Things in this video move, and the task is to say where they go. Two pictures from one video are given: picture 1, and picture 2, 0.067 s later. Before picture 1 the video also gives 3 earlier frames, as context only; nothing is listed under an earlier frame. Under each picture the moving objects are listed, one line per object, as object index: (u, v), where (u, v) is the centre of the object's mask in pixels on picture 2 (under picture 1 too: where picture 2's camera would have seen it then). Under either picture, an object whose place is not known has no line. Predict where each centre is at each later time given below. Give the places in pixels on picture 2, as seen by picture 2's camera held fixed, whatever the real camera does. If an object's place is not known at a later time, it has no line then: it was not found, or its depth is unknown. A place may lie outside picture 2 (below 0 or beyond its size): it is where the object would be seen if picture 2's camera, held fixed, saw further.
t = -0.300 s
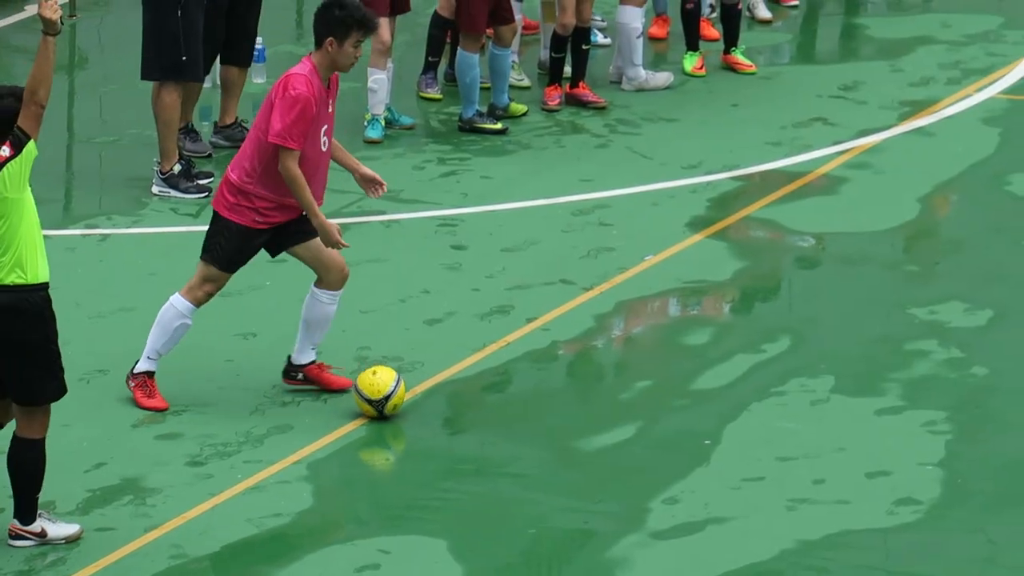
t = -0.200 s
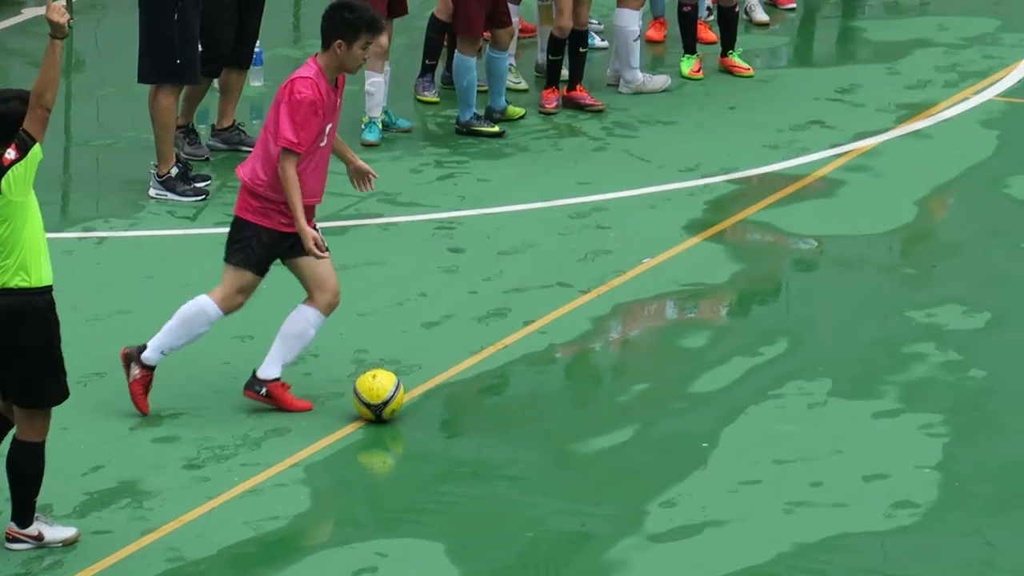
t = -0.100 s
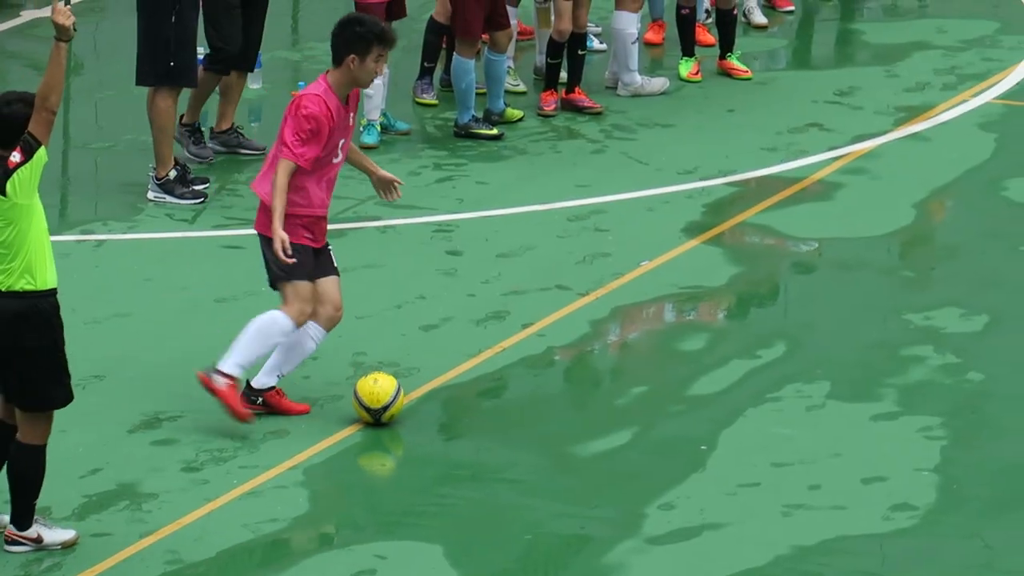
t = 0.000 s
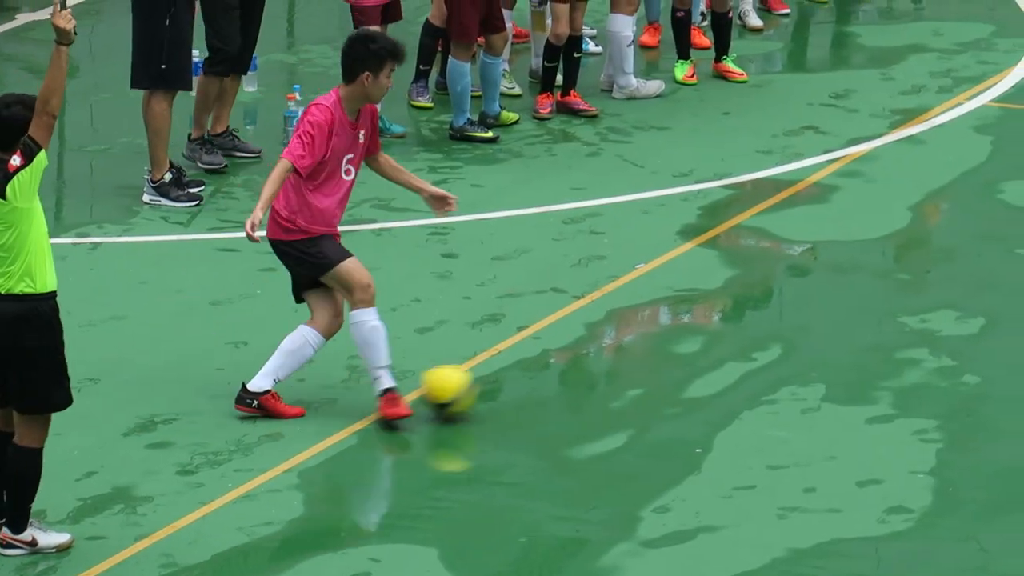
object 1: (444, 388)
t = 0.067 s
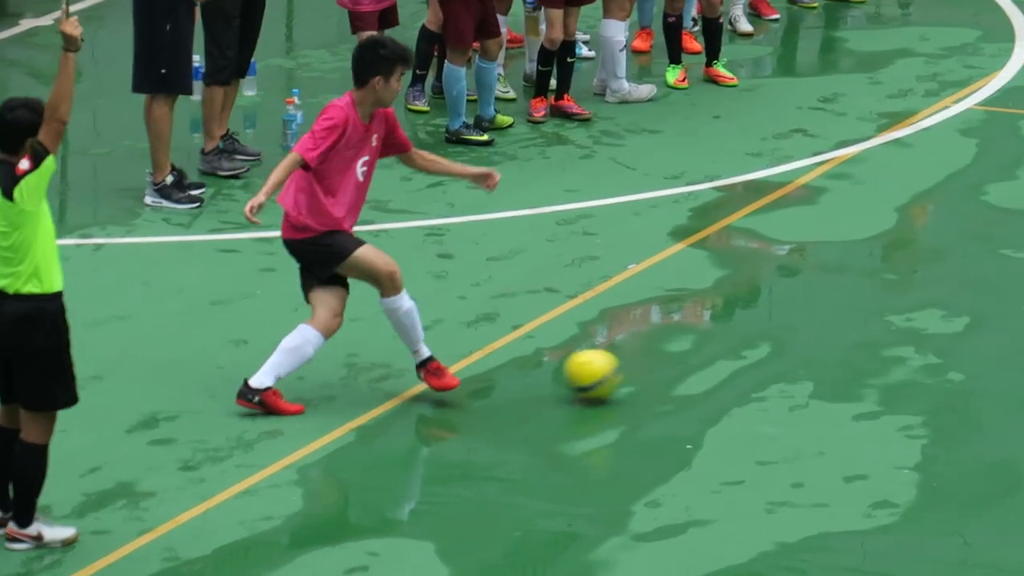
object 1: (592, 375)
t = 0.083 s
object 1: (629, 373)
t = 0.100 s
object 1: (664, 370)
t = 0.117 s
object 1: (699, 365)
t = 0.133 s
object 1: (732, 362)
